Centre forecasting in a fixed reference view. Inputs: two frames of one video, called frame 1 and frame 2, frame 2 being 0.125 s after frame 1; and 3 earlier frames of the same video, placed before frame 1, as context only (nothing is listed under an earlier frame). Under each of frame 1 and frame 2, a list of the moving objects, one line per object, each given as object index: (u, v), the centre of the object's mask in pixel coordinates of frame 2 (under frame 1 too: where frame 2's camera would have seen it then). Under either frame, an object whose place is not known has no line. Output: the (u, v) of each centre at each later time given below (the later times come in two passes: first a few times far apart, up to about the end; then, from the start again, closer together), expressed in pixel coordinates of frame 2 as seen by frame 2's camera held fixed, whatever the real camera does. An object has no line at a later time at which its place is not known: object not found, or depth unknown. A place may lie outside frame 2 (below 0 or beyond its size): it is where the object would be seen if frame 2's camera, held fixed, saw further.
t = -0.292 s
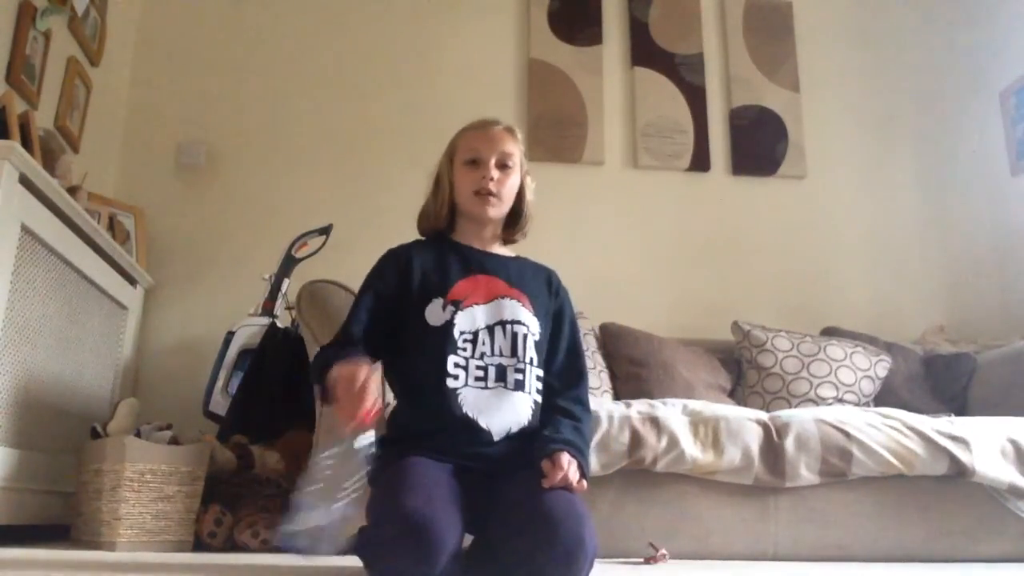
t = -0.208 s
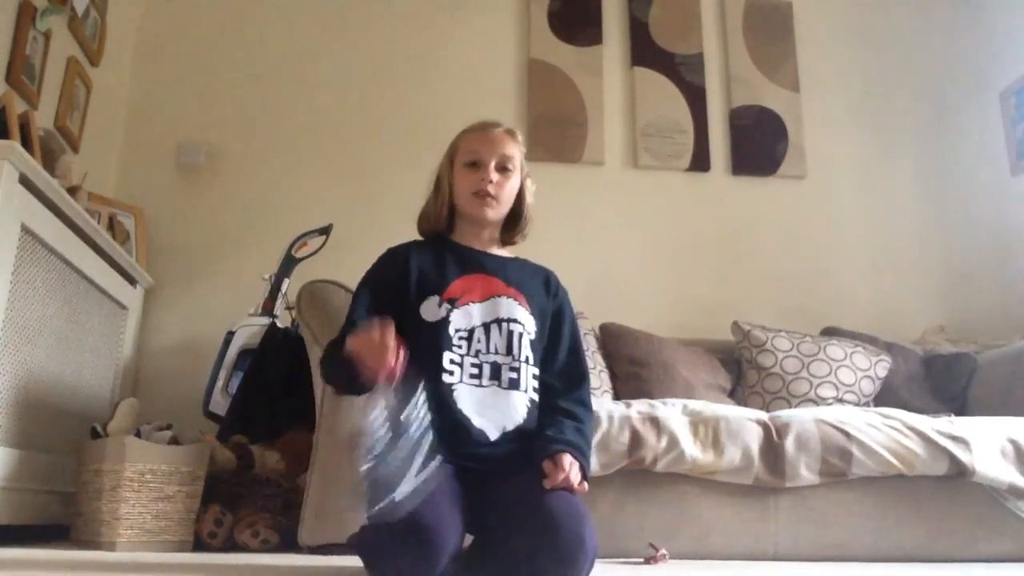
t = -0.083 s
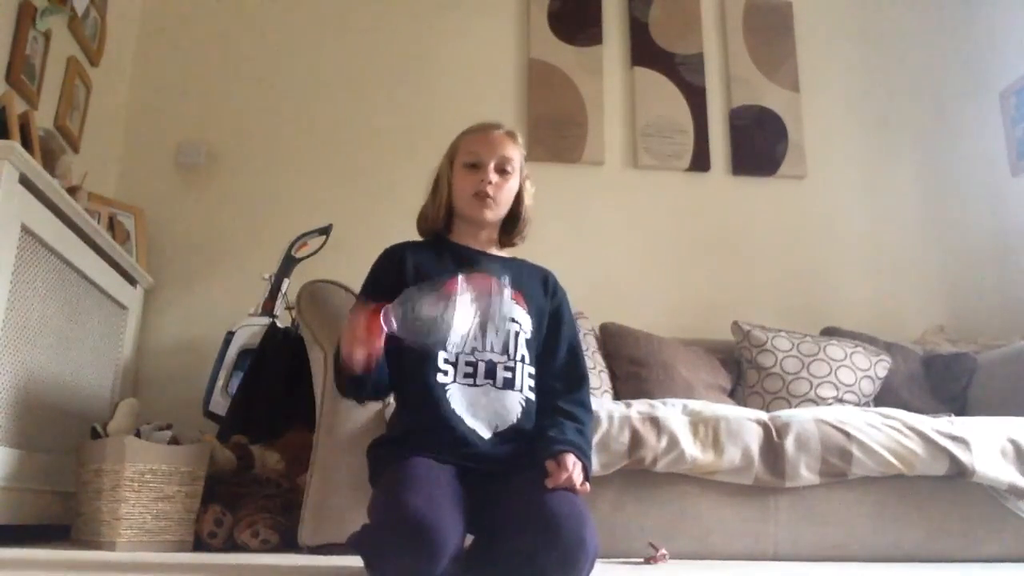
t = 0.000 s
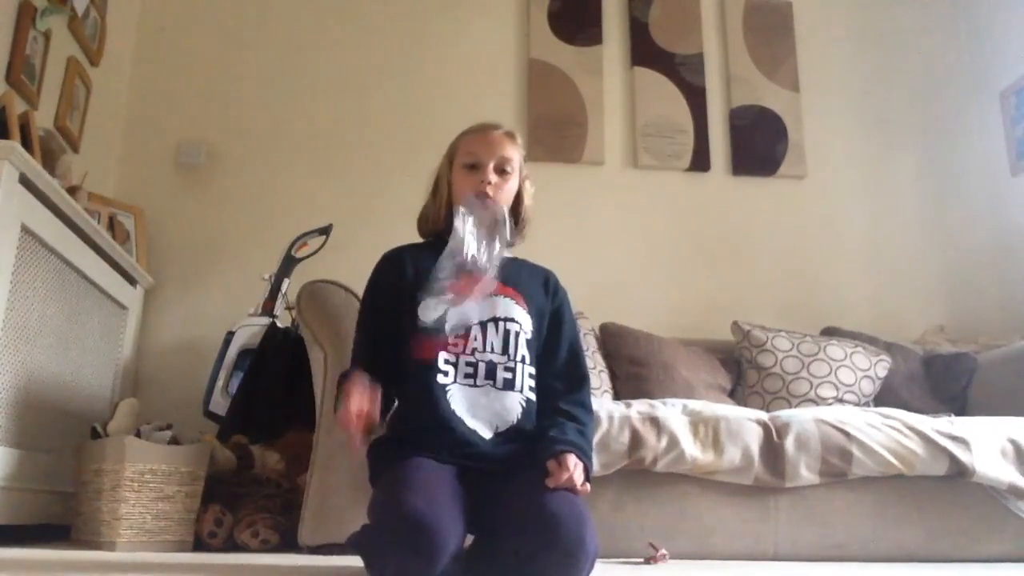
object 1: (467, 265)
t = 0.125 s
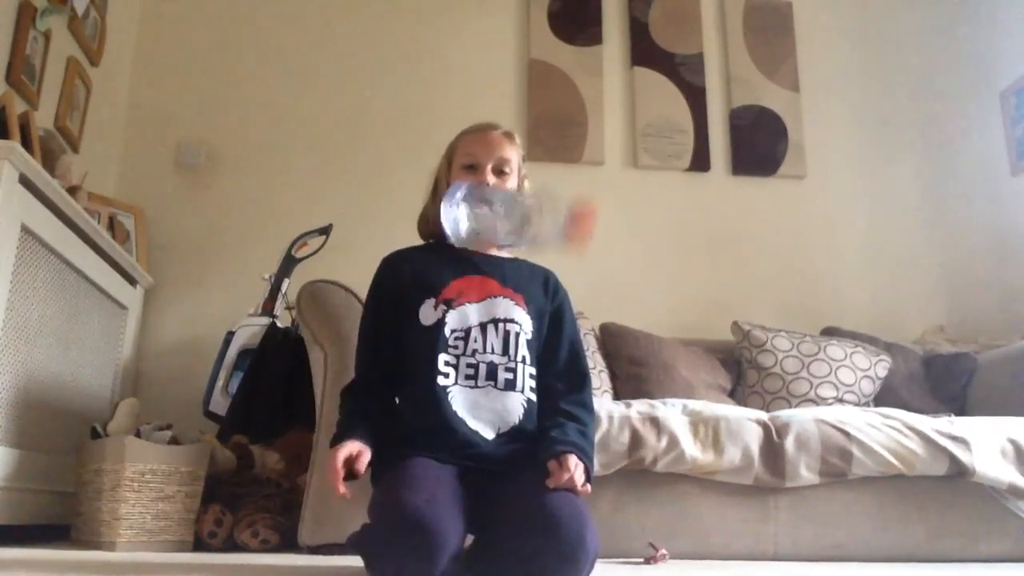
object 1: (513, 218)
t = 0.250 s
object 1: (499, 262)
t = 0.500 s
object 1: (448, 535)
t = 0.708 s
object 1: (430, 553)
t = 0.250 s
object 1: (499, 262)
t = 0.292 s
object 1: (491, 308)
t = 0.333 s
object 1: (483, 412)
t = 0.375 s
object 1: (477, 495)
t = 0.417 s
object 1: (456, 519)
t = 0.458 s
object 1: (455, 527)
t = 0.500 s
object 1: (448, 535)
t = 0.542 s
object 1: (440, 548)
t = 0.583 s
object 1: (438, 552)
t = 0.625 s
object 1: (434, 552)
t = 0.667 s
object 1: (432, 553)
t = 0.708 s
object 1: (430, 553)
